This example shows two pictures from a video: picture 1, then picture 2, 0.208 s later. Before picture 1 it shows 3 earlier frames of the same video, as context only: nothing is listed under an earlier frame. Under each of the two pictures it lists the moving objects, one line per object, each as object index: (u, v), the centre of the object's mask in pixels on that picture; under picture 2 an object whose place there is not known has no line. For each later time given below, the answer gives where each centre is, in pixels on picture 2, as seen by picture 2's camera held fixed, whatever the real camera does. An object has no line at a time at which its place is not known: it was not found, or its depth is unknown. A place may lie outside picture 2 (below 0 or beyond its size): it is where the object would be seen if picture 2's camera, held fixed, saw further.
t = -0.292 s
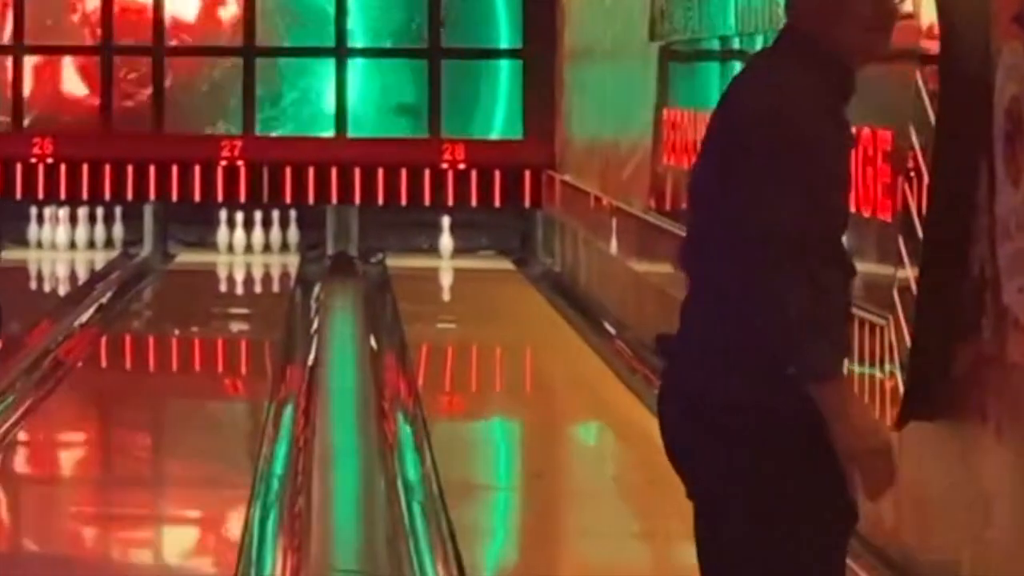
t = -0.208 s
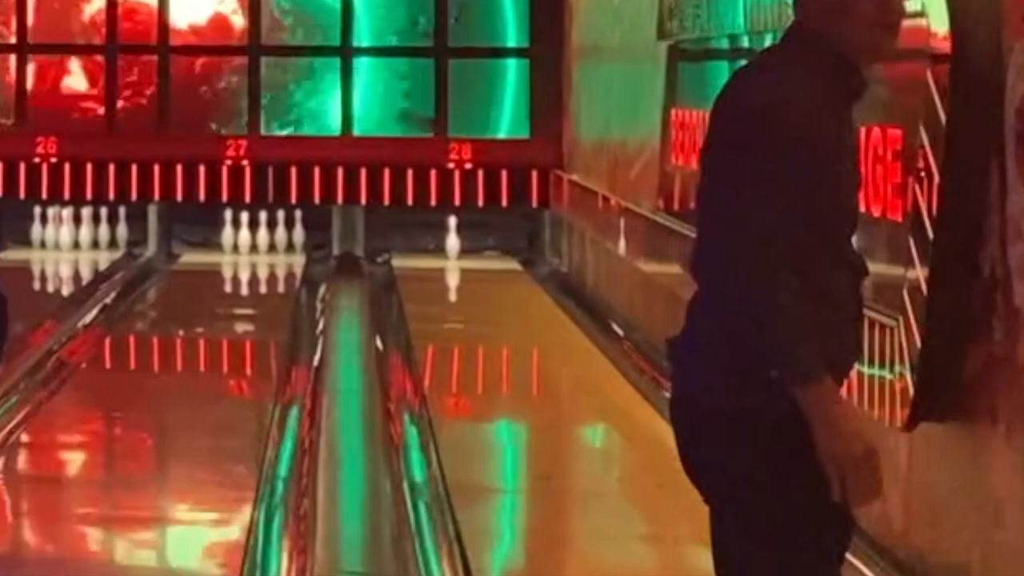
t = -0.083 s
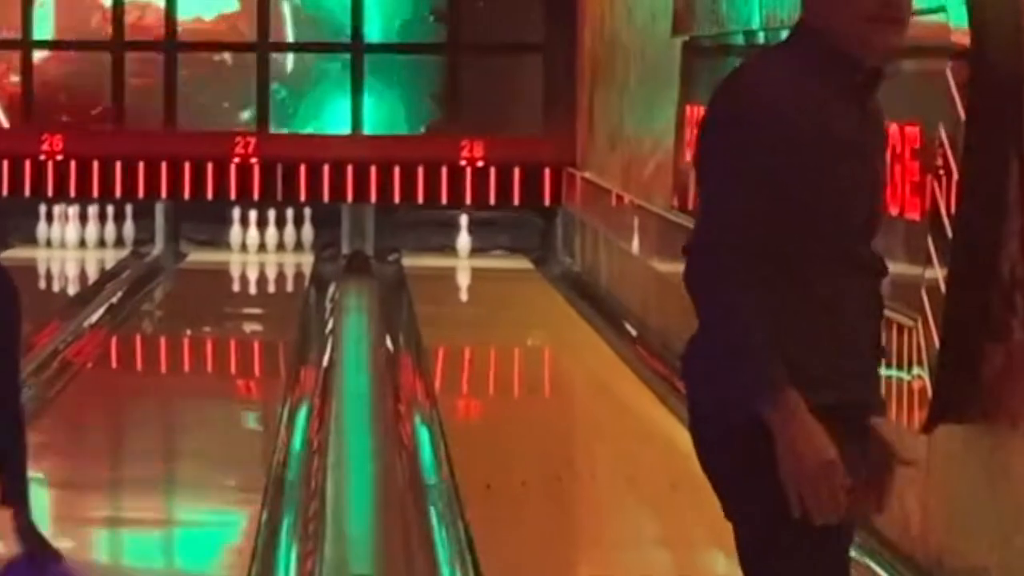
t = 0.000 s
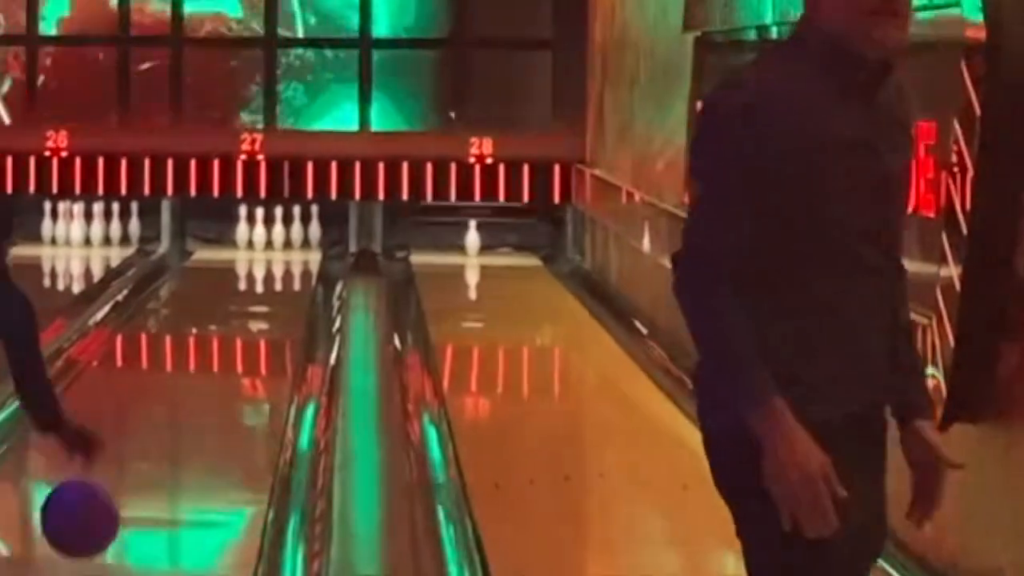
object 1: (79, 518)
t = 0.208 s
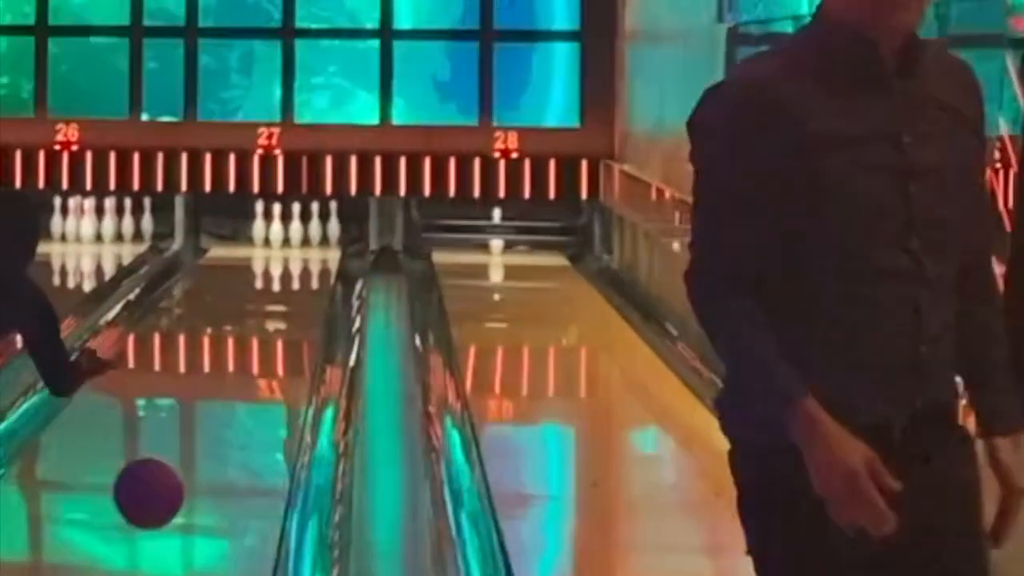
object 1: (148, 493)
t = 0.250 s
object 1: (156, 500)
